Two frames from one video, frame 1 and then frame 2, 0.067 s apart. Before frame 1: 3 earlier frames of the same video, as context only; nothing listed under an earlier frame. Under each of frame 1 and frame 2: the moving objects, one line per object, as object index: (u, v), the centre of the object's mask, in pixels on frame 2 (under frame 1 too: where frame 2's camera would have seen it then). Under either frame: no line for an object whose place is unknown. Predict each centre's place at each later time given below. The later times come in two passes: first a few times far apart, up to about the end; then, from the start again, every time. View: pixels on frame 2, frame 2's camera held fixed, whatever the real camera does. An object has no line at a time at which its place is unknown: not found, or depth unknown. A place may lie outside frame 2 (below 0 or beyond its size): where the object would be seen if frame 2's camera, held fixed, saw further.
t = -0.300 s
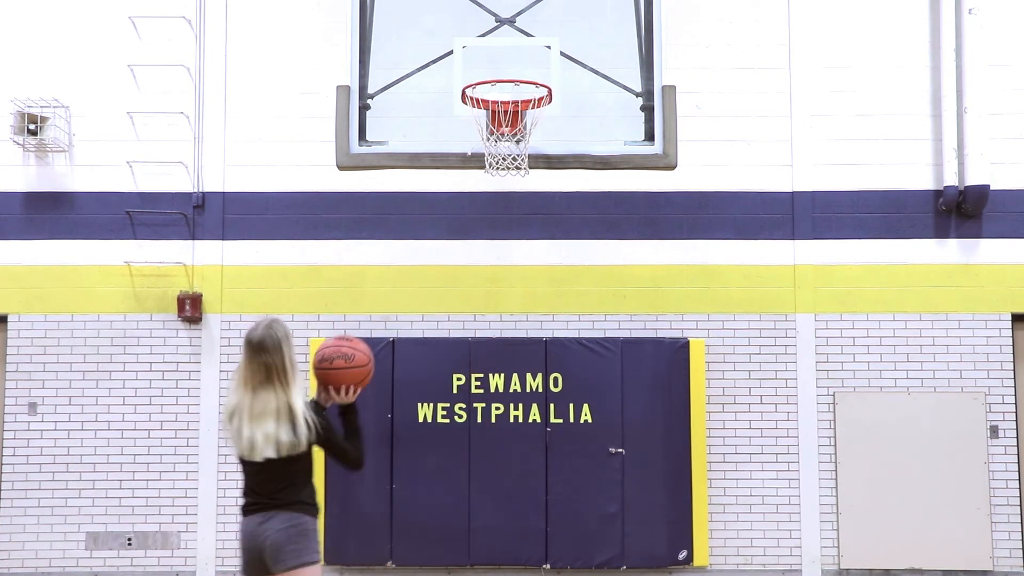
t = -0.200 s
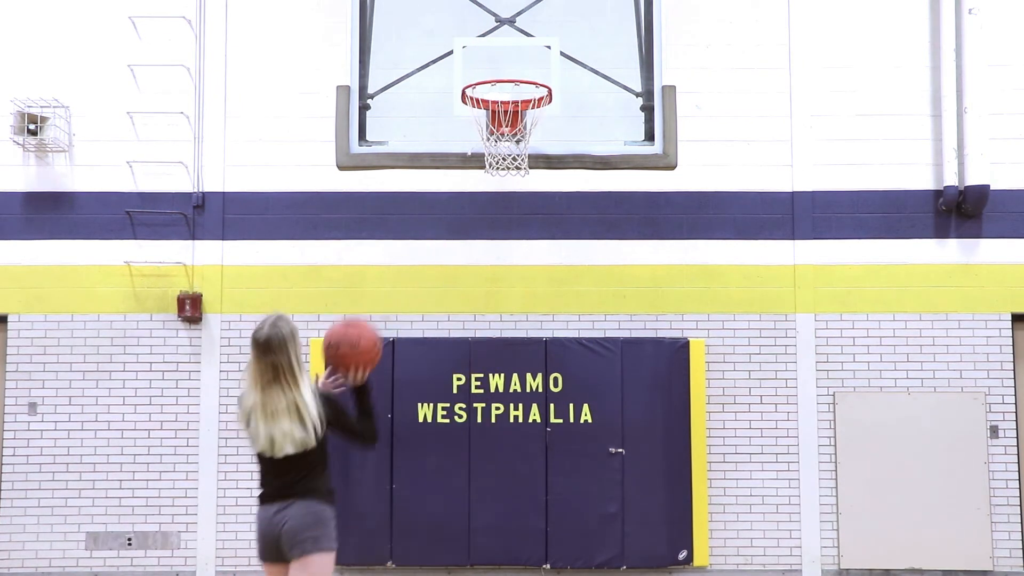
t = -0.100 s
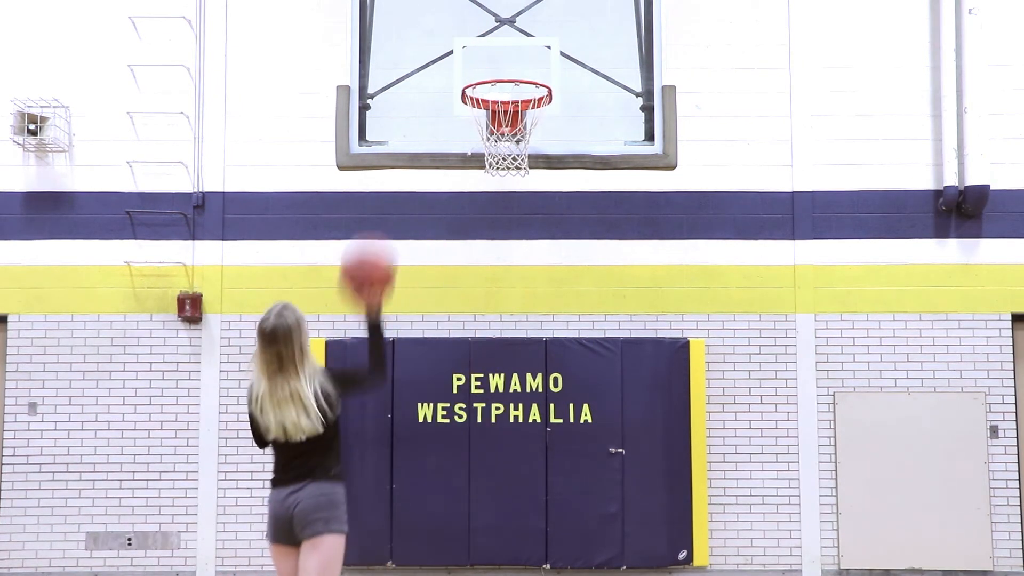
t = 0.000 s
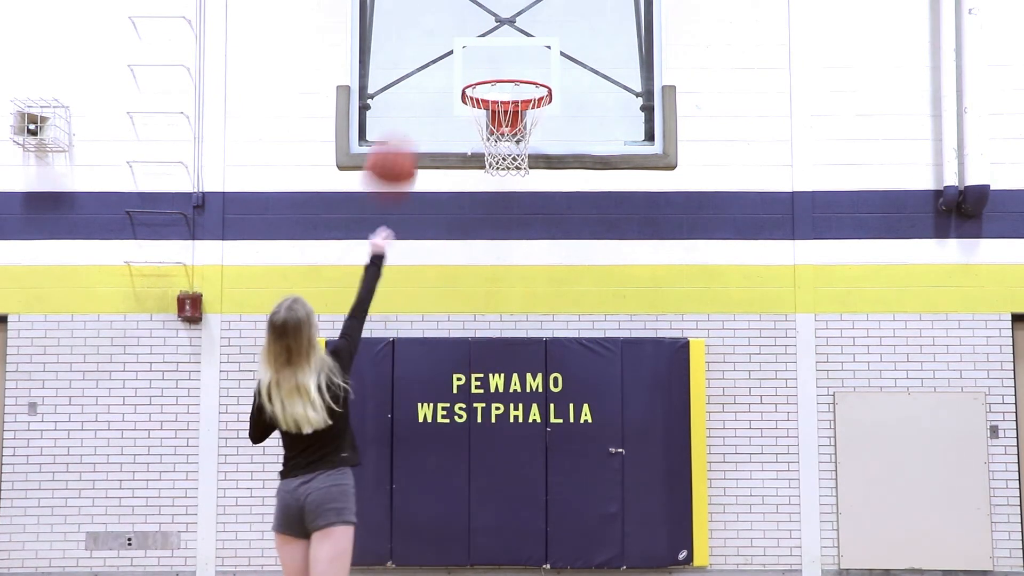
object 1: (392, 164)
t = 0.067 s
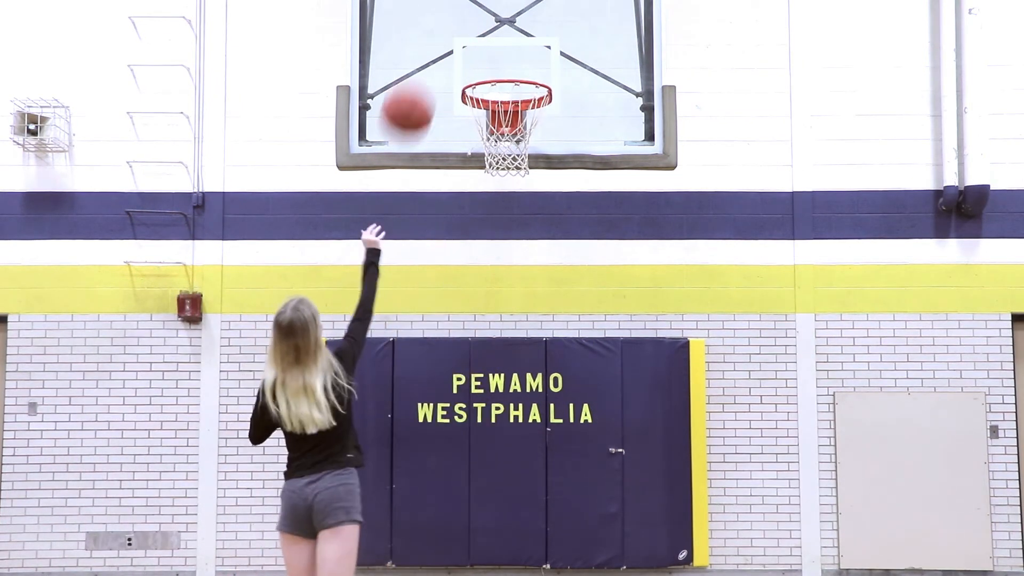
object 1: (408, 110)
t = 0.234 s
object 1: (443, 26)
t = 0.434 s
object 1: (479, 14)
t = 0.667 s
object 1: (515, 75)
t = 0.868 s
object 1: (489, 51)
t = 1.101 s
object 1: (488, 43)
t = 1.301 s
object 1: (477, 44)
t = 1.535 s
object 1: (457, 89)
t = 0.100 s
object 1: (416, 88)
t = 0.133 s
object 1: (422, 69)
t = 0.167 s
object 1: (430, 51)
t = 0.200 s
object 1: (436, 38)
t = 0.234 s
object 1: (443, 26)
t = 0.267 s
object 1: (449, 19)
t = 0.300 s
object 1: (456, 16)
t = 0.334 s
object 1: (462, 14)
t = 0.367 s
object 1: (468, 13)
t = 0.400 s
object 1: (473, 13)
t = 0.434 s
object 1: (479, 14)
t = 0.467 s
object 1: (484, 16)
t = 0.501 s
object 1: (490, 19)
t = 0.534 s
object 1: (495, 27)
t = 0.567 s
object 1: (500, 36)
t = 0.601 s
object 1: (505, 48)
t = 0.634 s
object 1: (511, 60)
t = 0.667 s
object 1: (515, 75)
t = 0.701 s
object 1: (517, 86)
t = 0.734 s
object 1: (508, 78)
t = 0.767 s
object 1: (500, 72)
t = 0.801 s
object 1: (491, 65)
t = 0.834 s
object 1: (490, 59)
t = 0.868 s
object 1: (489, 51)
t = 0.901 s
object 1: (489, 44)
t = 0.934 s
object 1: (489, 39)
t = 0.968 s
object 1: (489, 36)
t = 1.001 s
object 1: (489, 35)
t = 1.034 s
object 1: (488, 36)
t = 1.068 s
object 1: (488, 38)
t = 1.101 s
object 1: (488, 43)
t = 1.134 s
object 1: (488, 49)
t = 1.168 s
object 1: (488, 57)
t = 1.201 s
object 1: (485, 55)
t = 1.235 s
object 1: (482, 50)
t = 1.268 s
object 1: (480, 46)
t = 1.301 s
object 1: (477, 44)
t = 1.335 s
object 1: (474, 45)
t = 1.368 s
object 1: (472, 47)
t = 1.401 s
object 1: (469, 51)
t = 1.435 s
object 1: (466, 57)
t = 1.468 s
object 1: (463, 65)
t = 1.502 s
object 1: (460, 76)
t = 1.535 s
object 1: (457, 89)
